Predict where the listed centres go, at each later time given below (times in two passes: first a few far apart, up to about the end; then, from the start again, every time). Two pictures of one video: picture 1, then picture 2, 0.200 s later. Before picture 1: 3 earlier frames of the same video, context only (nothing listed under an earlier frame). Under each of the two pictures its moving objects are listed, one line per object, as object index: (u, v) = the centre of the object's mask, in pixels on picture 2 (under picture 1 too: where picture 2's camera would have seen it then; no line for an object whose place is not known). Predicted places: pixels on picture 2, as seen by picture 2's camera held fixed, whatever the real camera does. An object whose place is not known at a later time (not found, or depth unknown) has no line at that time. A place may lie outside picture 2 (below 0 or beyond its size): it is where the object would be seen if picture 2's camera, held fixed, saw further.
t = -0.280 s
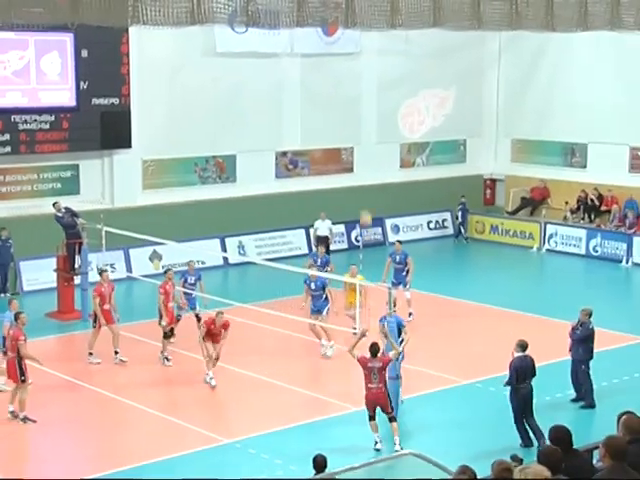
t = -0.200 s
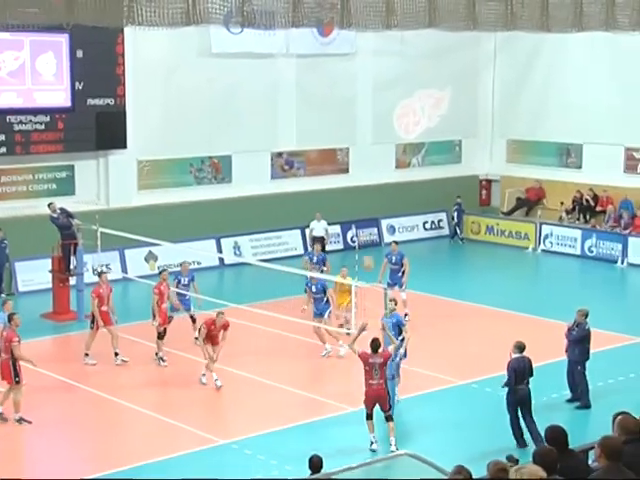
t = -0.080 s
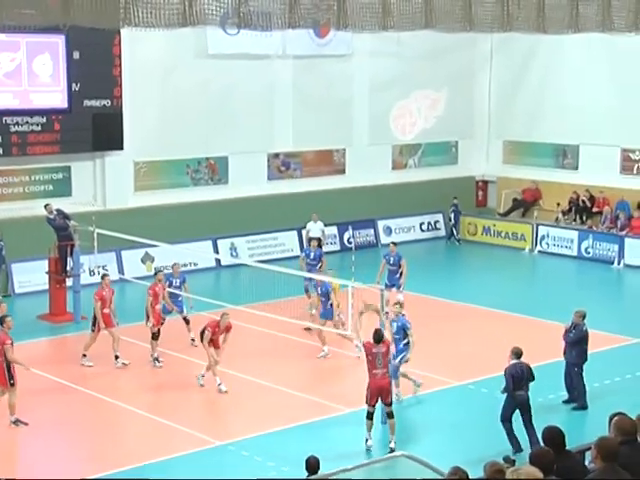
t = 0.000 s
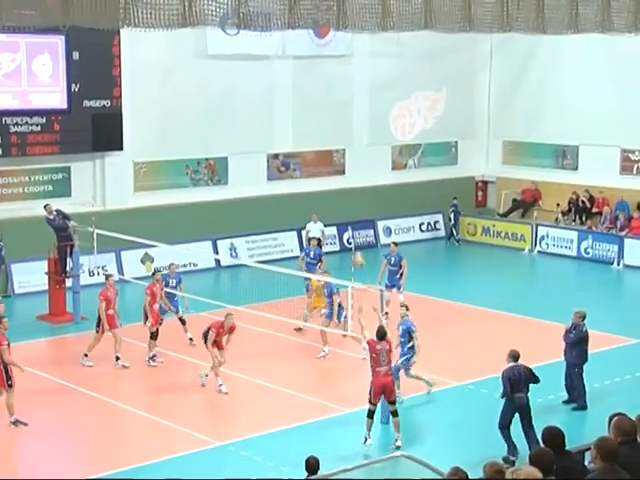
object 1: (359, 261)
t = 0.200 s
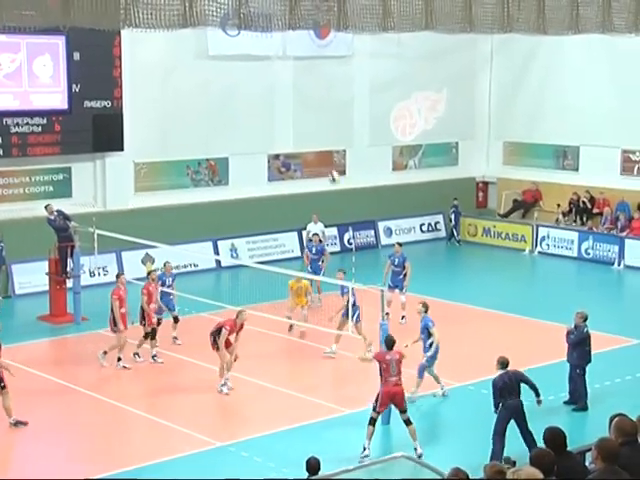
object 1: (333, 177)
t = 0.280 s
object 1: (326, 152)
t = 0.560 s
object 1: (295, 105)
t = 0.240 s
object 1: (329, 164)
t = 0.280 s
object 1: (326, 152)
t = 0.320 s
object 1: (319, 143)
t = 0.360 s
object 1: (315, 134)
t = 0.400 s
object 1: (310, 126)
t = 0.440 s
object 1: (307, 120)
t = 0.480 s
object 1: (303, 114)
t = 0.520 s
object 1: (299, 109)
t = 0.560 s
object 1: (295, 105)
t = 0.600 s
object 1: (291, 103)
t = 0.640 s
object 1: (288, 101)
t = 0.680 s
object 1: (284, 100)
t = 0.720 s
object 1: (281, 99)
